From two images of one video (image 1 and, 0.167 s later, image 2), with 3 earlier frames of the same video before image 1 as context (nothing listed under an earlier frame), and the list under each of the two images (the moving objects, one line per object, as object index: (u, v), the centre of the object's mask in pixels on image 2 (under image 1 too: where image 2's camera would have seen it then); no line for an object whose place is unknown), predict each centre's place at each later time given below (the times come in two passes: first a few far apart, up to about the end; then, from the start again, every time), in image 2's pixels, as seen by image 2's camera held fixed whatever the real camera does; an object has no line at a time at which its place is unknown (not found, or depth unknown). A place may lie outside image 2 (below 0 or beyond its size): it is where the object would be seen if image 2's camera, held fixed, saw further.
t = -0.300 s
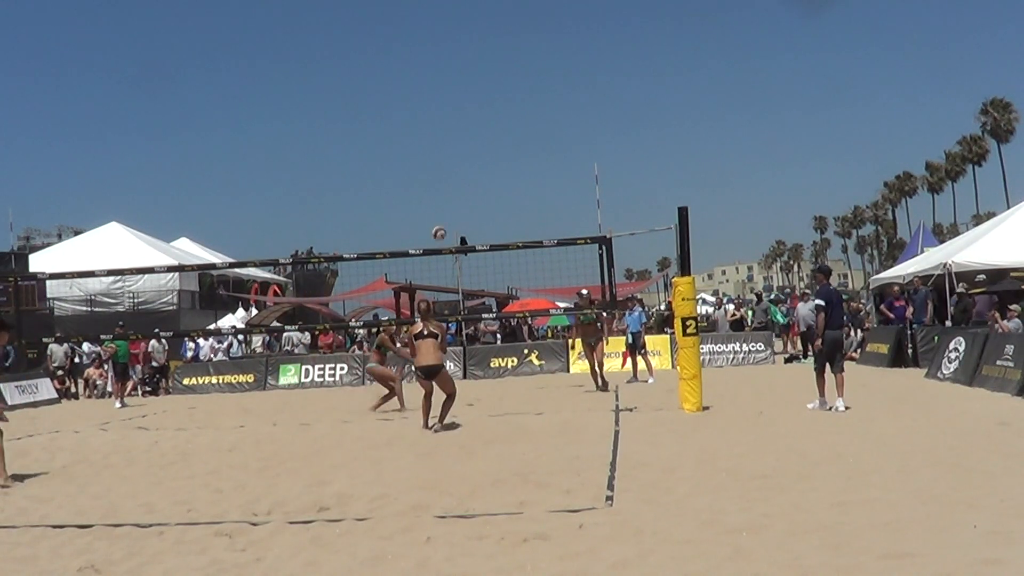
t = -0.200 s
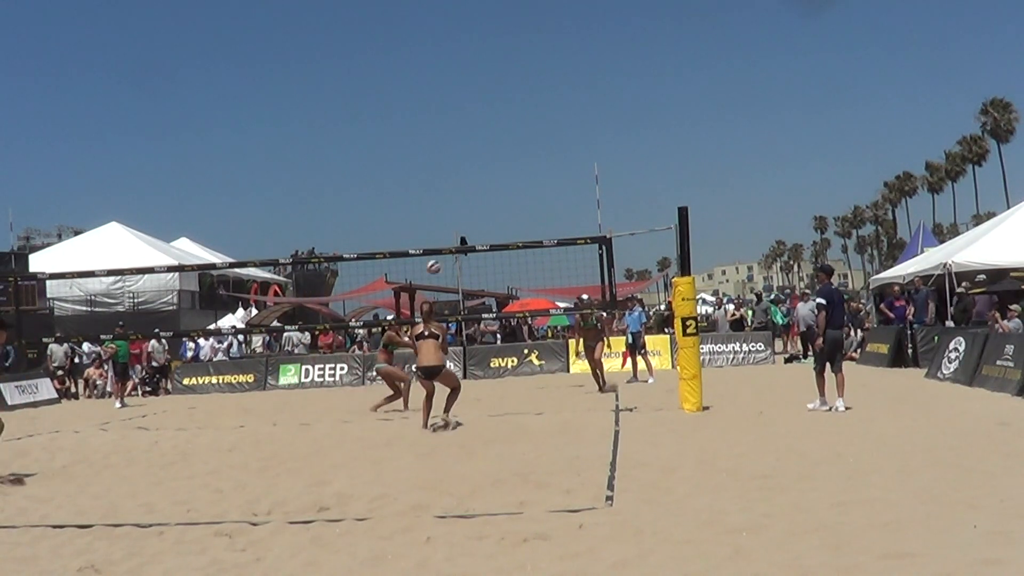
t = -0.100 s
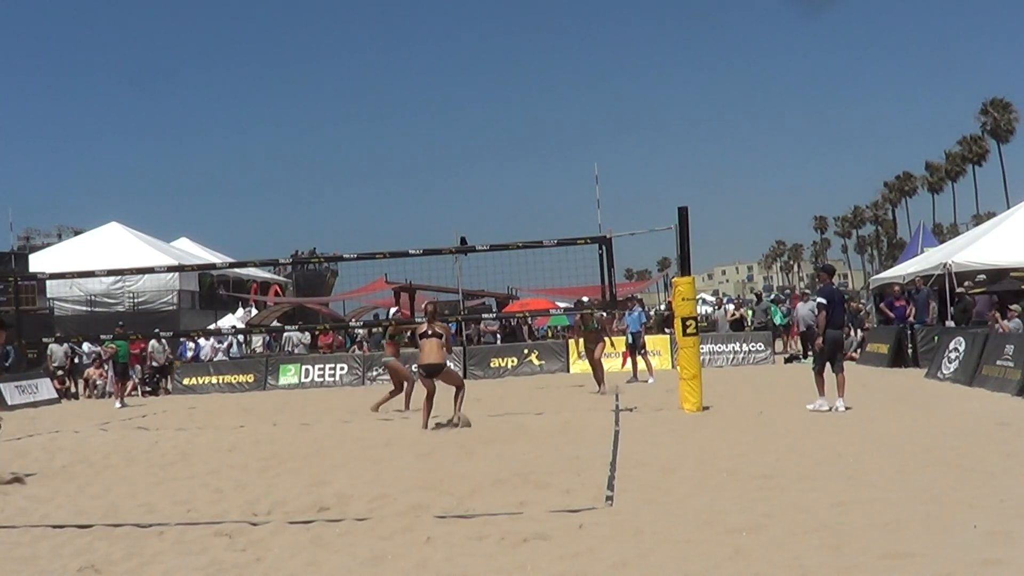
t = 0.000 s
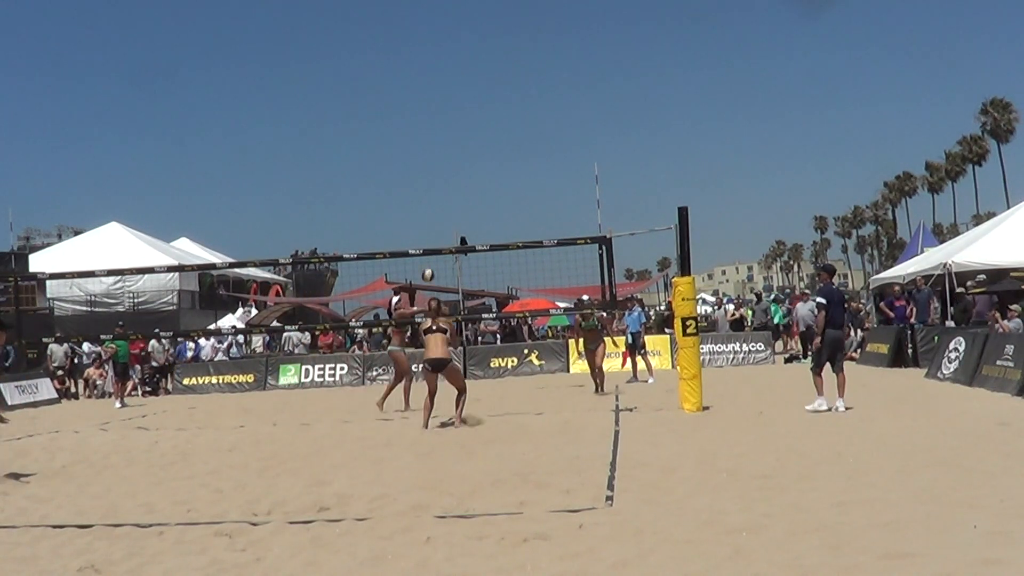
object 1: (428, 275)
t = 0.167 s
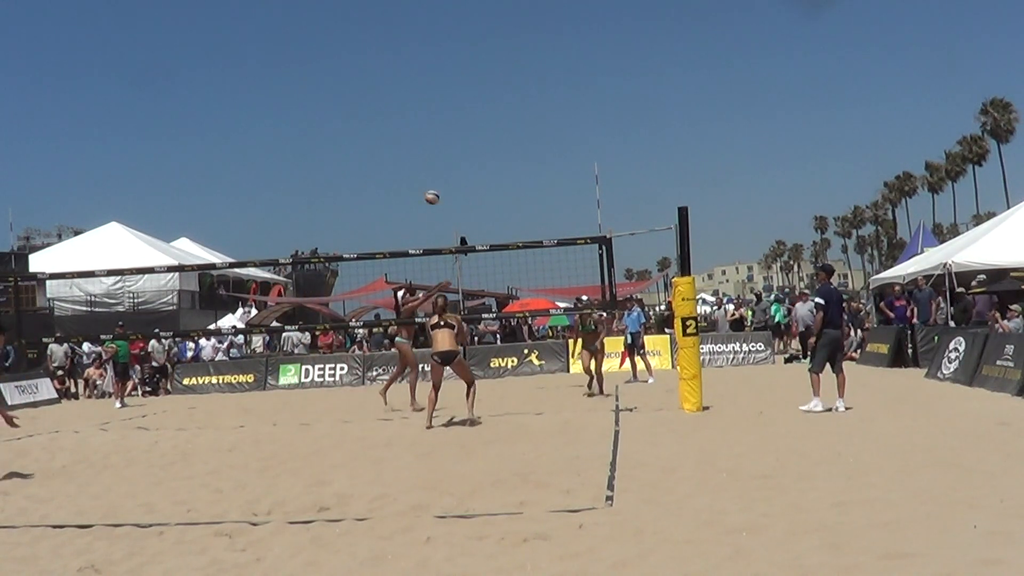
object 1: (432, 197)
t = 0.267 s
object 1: (435, 159)
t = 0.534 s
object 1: (449, 88)
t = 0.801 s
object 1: (468, 63)
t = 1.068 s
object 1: (492, 85)
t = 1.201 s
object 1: (505, 115)
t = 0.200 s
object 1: (433, 184)
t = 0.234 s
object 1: (434, 171)
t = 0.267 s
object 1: (435, 159)
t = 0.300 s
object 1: (437, 148)
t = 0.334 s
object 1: (438, 137)
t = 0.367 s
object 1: (440, 127)
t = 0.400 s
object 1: (442, 118)
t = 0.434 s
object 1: (443, 110)
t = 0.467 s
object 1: (446, 102)
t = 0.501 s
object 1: (447, 94)
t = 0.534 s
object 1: (449, 88)
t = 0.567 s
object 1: (452, 83)
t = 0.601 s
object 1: (454, 78)
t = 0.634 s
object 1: (456, 74)
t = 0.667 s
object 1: (459, 70)
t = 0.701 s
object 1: (461, 67)
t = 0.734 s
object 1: (463, 65)
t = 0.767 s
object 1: (466, 64)
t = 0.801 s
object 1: (468, 63)
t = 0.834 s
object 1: (471, 64)
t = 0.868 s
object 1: (474, 64)
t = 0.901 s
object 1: (477, 66)
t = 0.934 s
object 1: (480, 68)
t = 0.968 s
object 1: (482, 71)
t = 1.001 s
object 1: (486, 76)
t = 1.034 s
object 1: (489, 80)
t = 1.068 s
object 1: (492, 85)
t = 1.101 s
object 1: (495, 92)
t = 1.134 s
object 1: (498, 99)
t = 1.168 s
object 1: (502, 107)
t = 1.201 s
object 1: (505, 115)
